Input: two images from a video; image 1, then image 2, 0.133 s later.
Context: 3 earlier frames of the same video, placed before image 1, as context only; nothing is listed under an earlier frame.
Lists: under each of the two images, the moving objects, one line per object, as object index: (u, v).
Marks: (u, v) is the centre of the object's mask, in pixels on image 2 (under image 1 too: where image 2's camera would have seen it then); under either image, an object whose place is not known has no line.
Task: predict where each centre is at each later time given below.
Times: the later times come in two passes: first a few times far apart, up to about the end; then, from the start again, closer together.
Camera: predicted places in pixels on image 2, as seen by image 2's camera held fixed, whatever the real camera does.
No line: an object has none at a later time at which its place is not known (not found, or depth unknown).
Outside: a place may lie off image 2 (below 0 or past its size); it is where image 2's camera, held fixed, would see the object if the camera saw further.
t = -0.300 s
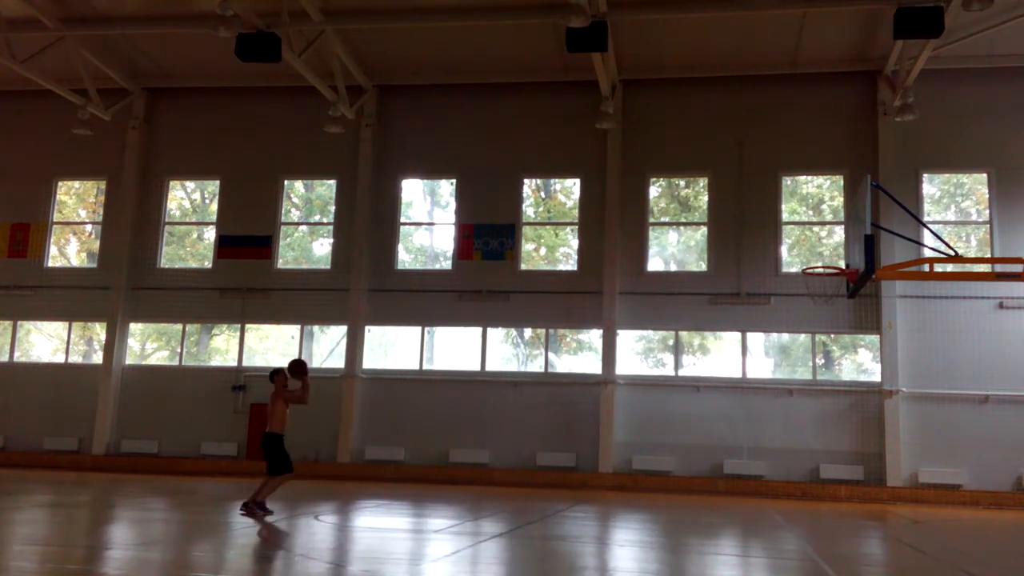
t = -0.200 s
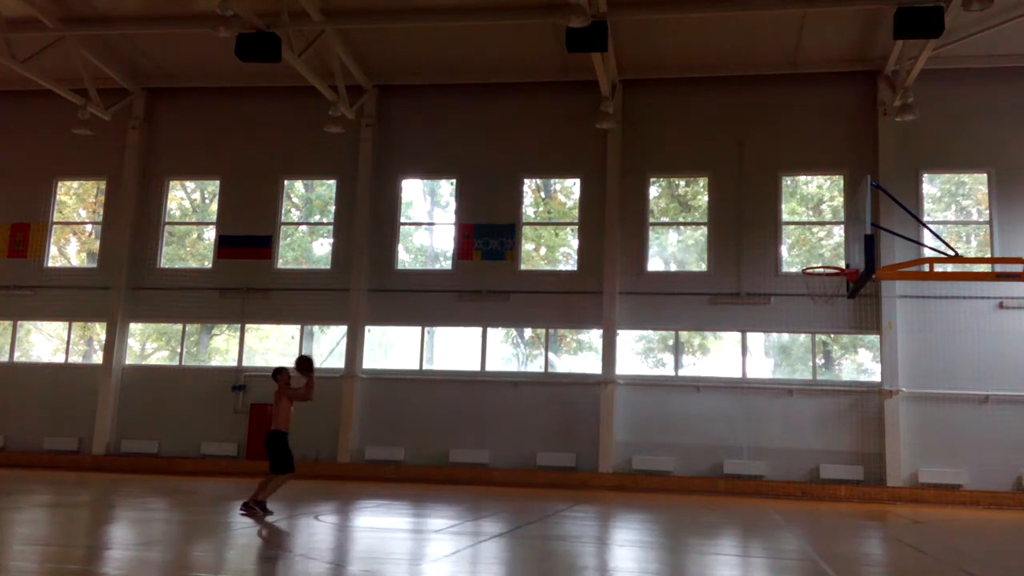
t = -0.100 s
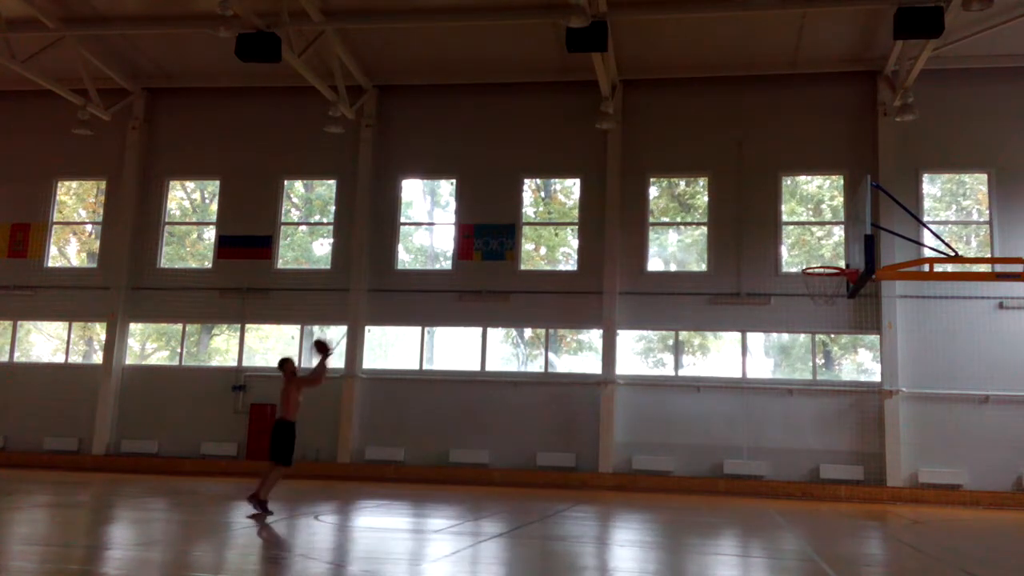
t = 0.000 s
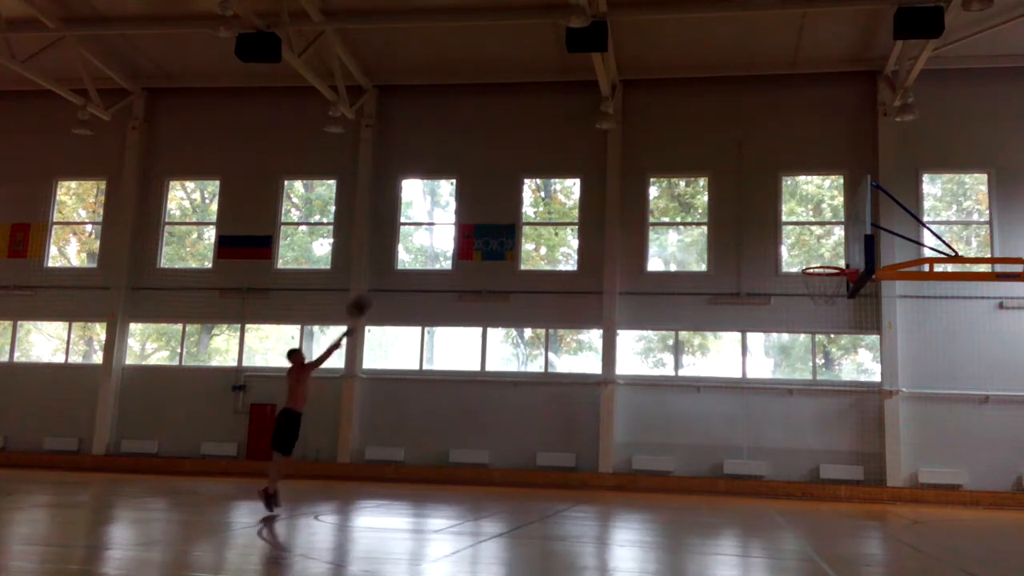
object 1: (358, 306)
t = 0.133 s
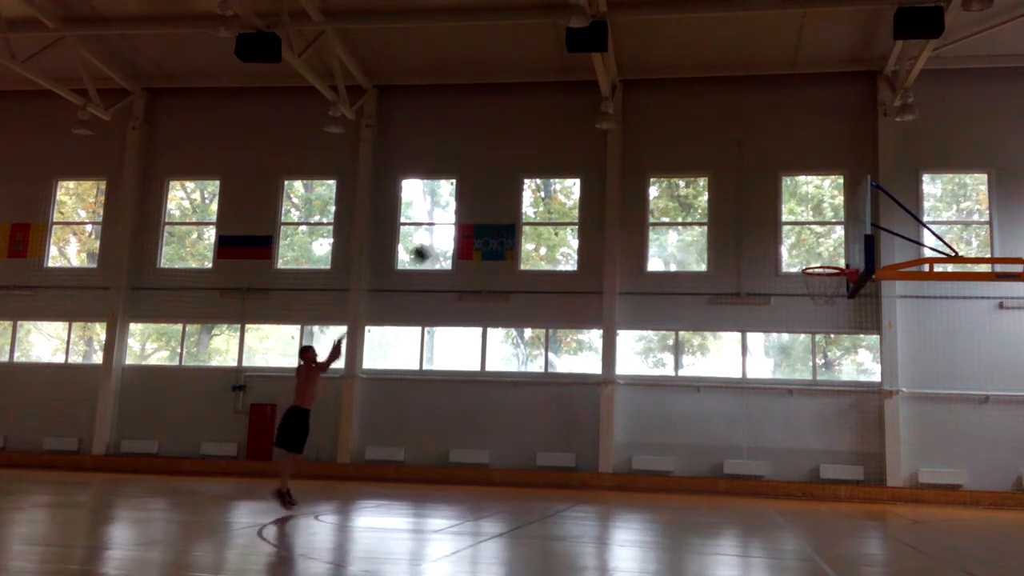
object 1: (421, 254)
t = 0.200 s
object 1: (453, 235)
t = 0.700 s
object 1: (666, 180)
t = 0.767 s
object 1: (695, 188)
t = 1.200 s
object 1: (808, 325)
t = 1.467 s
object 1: (758, 485)
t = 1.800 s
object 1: (686, 414)
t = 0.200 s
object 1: (453, 235)
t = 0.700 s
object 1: (666, 180)
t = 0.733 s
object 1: (681, 184)
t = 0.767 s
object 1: (695, 188)
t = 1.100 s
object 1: (829, 283)
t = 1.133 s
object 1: (822, 296)
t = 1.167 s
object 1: (815, 311)
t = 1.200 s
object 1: (808, 325)
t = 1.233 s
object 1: (801, 342)
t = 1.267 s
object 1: (795, 360)
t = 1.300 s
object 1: (788, 380)
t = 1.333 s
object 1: (782, 398)
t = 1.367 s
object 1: (775, 418)
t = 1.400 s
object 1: (770, 438)
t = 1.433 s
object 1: (764, 460)
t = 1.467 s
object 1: (758, 485)
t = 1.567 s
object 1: (737, 500)
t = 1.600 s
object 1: (729, 485)
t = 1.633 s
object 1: (721, 469)
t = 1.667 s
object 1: (714, 457)
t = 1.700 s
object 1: (707, 445)
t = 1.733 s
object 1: (700, 434)
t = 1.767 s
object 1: (693, 423)
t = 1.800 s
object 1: (686, 414)
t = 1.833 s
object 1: (679, 406)
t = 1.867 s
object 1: (672, 399)
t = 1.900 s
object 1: (665, 392)
